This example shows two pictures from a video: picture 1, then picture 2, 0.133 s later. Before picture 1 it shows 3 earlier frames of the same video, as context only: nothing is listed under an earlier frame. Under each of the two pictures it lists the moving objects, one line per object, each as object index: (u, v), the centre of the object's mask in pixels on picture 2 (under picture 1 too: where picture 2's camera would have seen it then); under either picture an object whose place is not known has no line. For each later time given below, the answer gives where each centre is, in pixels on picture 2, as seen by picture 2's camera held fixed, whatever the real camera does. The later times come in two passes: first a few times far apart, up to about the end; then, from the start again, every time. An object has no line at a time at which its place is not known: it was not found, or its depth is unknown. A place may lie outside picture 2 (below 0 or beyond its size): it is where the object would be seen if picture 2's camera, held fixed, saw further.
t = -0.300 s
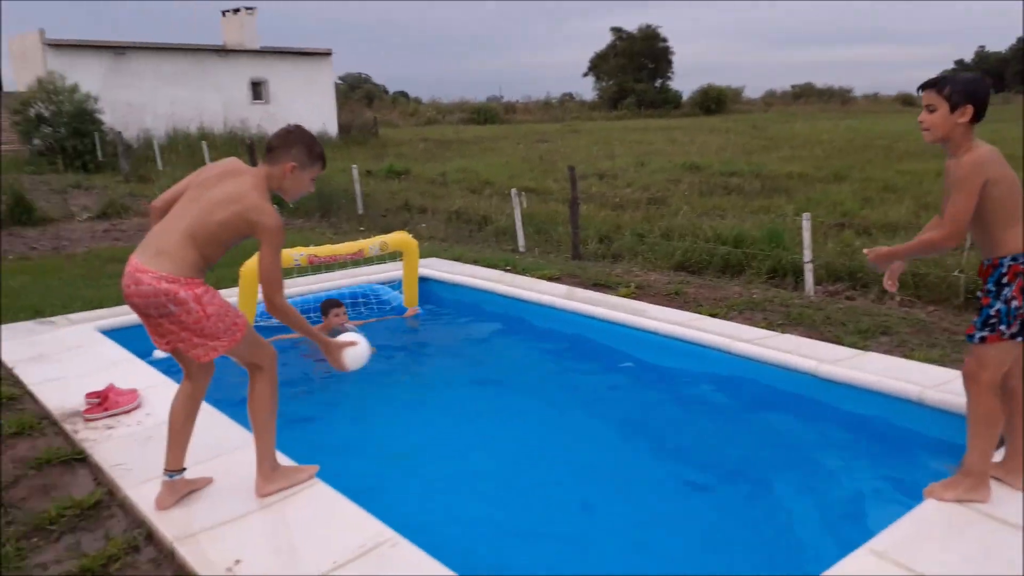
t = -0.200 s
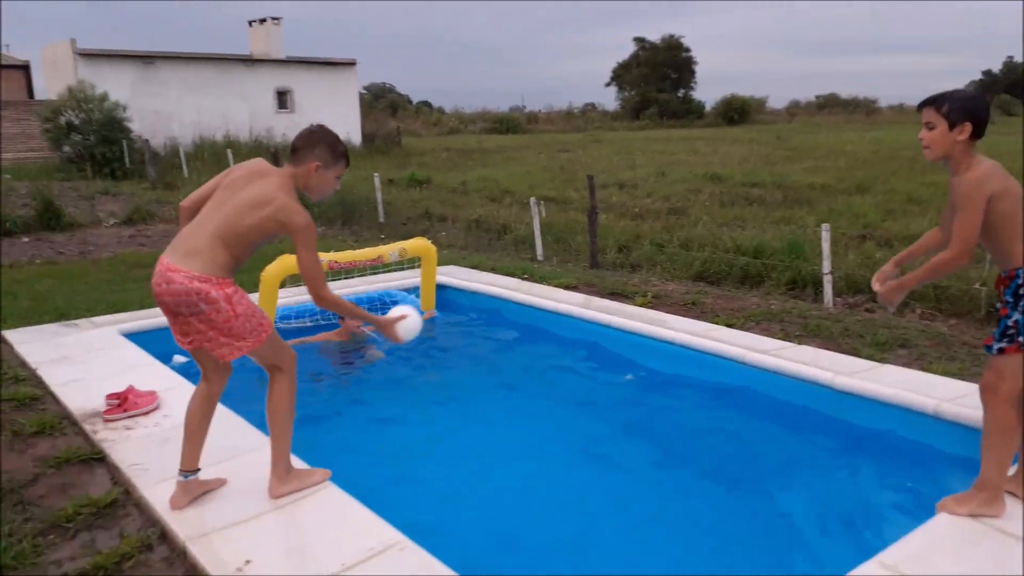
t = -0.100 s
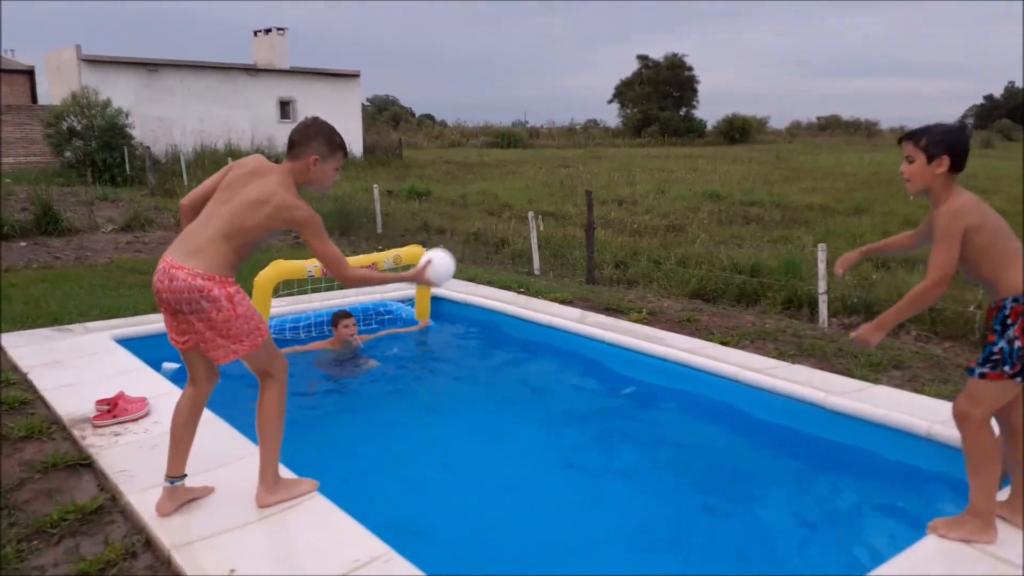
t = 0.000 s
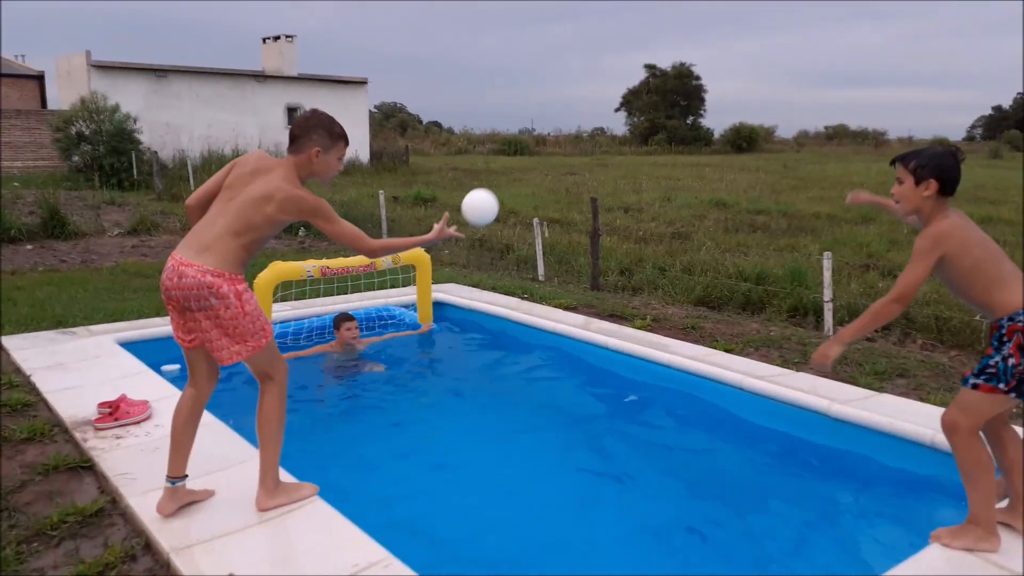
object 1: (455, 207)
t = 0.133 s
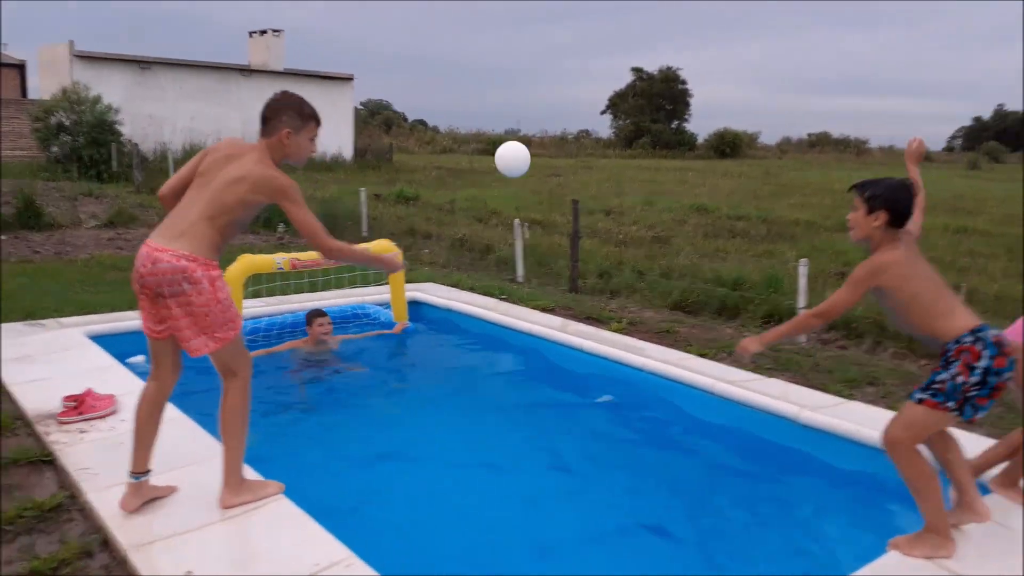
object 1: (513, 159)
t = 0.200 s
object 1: (535, 152)
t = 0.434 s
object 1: (606, 212)
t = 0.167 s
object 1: (524, 154)
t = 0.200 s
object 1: (535, 152)
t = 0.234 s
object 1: (546, 153)
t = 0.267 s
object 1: (557, 157)
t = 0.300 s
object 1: (567, 162)
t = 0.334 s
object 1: (578, 171)
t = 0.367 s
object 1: (589, 182)
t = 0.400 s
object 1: (599, 195)
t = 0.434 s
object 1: (606, 212)
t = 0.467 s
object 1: (616, 231)
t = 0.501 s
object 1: (625, 250)
